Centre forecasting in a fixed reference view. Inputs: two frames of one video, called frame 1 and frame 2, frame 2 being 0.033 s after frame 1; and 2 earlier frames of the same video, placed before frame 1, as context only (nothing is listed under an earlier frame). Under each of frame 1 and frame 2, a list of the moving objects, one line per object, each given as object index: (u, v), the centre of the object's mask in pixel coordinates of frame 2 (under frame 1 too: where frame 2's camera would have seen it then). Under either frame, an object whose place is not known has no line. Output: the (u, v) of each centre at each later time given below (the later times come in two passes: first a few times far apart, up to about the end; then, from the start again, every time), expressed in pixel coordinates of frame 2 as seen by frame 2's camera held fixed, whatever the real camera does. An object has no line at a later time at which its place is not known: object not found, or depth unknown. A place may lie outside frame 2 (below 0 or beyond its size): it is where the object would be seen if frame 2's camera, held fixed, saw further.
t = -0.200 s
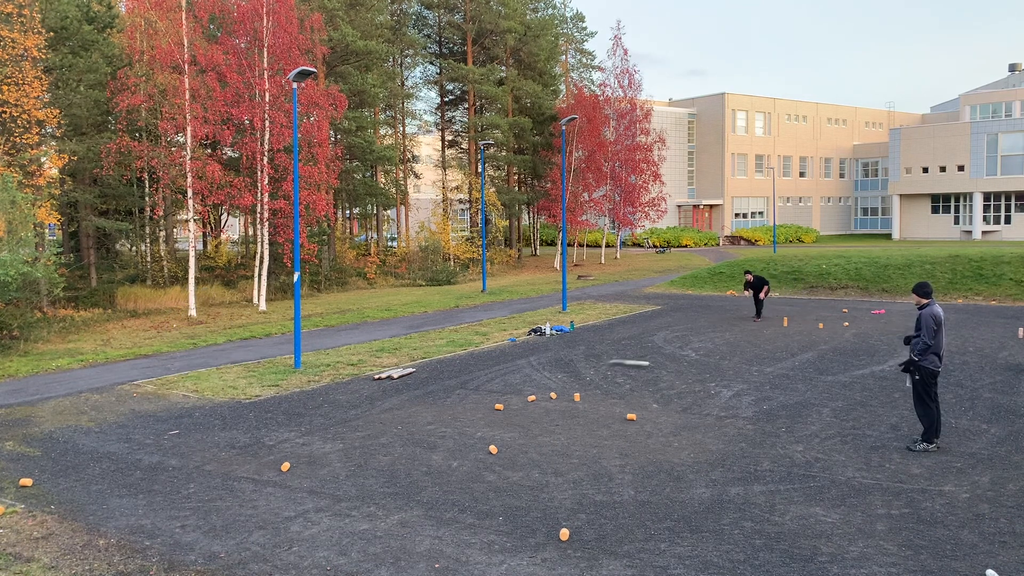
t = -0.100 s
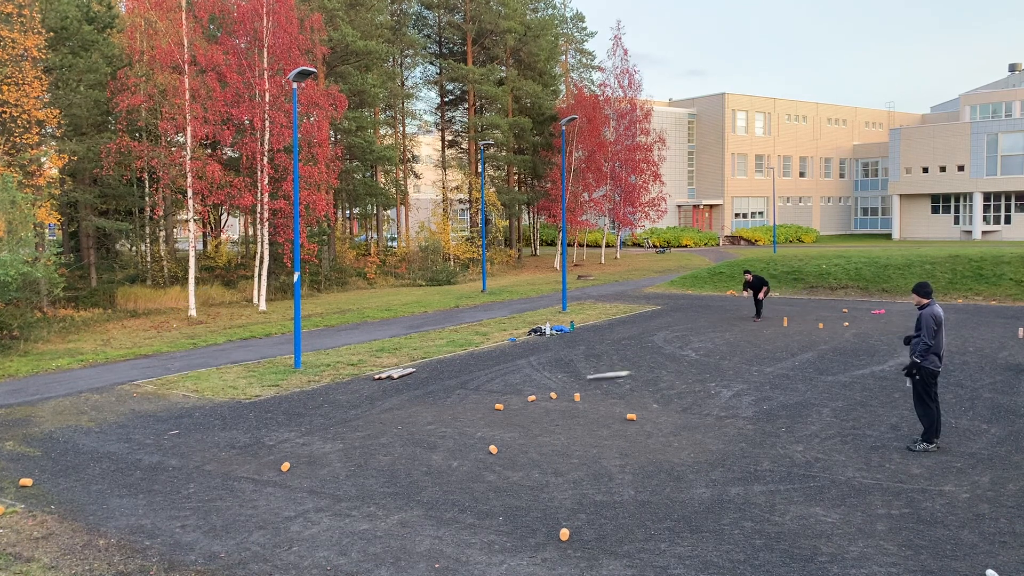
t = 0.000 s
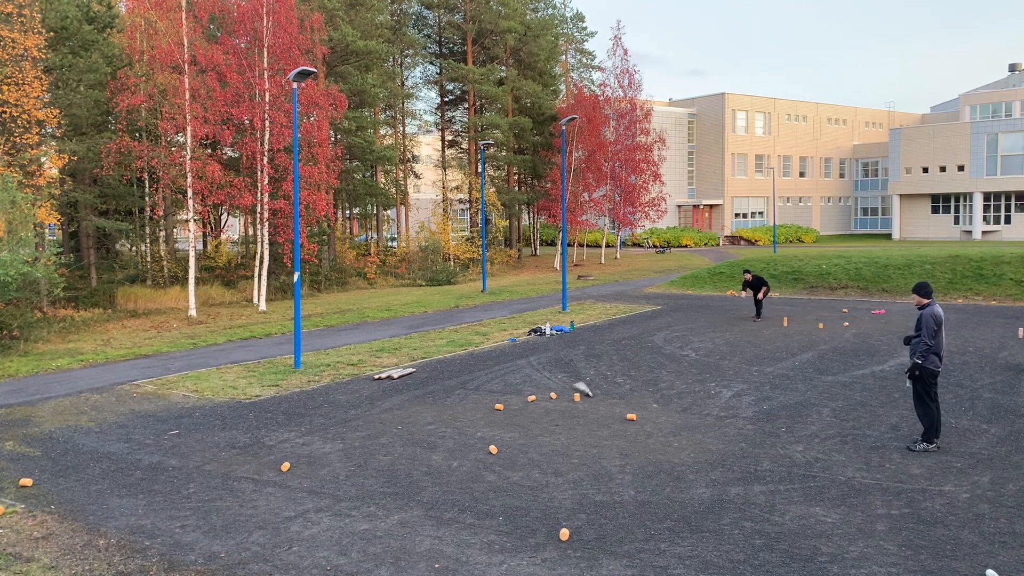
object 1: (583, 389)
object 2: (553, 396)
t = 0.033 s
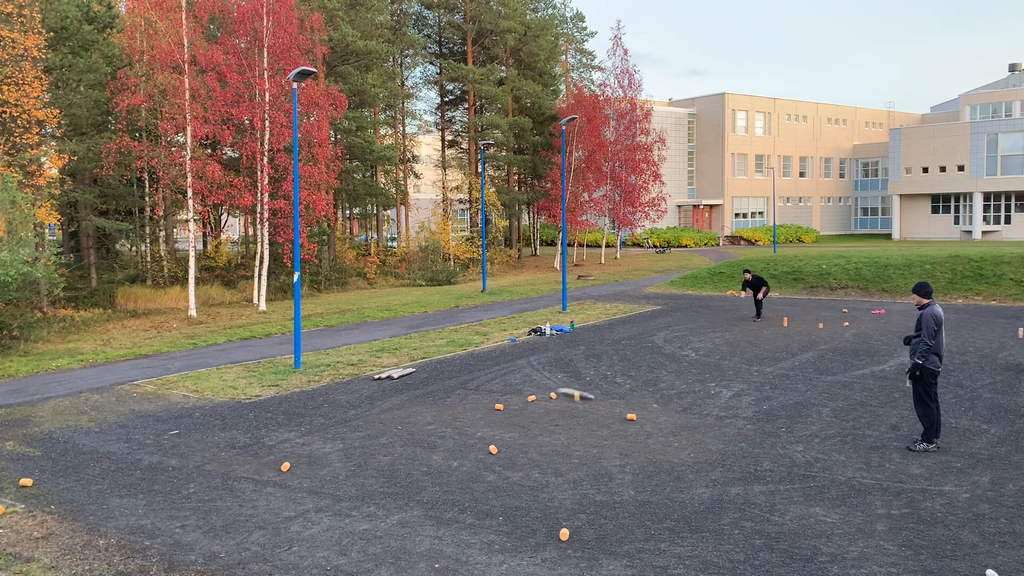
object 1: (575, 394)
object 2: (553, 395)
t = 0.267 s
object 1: (534, 422)
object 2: (486, 418)
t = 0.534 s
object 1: (480, 457)
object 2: (346, 469)
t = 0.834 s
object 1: (417, 497)
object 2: (149, 563)
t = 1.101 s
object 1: (370, 529)
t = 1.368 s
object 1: (339, 557)
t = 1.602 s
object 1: (330, 565)
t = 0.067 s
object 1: (569, 397)
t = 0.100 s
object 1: (562, 400)
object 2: (557, 399)
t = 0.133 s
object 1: (558, 404)
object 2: (533, 399)
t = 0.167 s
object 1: (550, 408)
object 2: (531, 400)
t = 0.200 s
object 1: (546, 413)
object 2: (516, 407)
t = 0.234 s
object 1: (541, 419)
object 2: (501, 412)
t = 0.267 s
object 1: (534, 422)
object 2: (486, 418)
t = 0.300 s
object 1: (529, 425)
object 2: (469, 425)
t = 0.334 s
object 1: (521, 430)
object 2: (452, 433)
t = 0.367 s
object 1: (515, 434)
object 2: (433, 444)
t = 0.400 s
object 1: (510, 439)
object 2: (412, 456)
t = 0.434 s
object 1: (502, 442)
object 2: (395, 464)
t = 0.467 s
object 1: (494, 447)
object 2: (379, 464)
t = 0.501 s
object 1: (487, 452)
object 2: (363, 466)
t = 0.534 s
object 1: (480, 457)
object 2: (346, 469)
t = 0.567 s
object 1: (473, 461)
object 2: (329, 472)
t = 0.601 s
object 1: (465, 466)
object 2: (310, 478)
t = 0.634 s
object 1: (458, 470)
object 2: (291, 485)
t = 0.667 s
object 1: (451, 475)
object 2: (270, 493)
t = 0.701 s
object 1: (444, 480)
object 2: (248, 504)
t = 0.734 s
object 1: (437, 484)
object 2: (225, 516)
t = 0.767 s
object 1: (429, 489)
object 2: (201, 529)
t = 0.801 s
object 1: (423, 493)
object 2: (176, 545)
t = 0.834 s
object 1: (417, 497)
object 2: (149, 563)
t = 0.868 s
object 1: (410, 501)
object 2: (124, 570)
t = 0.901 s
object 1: (404, 505)
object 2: (104, 570)
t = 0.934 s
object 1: (397, 510)
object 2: (80, 571)
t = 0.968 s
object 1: (391, 514)
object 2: (57, 573)
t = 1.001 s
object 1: (386, 518)
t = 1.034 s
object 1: (380, 522)
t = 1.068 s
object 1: (375, 526)
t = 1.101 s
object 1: (370, 529)
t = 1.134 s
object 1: (365, 534)
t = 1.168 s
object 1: (360, 538)
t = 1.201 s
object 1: (356, 541)
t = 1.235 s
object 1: (352, 545)
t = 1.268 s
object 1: (348, 549)
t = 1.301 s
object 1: (345, 552)
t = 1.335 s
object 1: (341, 556)
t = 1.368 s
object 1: (339, 557)
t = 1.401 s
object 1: (337, 559)
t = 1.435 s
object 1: (336, 560)
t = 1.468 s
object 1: (335, 561)
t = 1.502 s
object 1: (333, 563)
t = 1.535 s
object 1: (332, 564)
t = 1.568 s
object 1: (331, 564)
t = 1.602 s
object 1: (330, 565)
